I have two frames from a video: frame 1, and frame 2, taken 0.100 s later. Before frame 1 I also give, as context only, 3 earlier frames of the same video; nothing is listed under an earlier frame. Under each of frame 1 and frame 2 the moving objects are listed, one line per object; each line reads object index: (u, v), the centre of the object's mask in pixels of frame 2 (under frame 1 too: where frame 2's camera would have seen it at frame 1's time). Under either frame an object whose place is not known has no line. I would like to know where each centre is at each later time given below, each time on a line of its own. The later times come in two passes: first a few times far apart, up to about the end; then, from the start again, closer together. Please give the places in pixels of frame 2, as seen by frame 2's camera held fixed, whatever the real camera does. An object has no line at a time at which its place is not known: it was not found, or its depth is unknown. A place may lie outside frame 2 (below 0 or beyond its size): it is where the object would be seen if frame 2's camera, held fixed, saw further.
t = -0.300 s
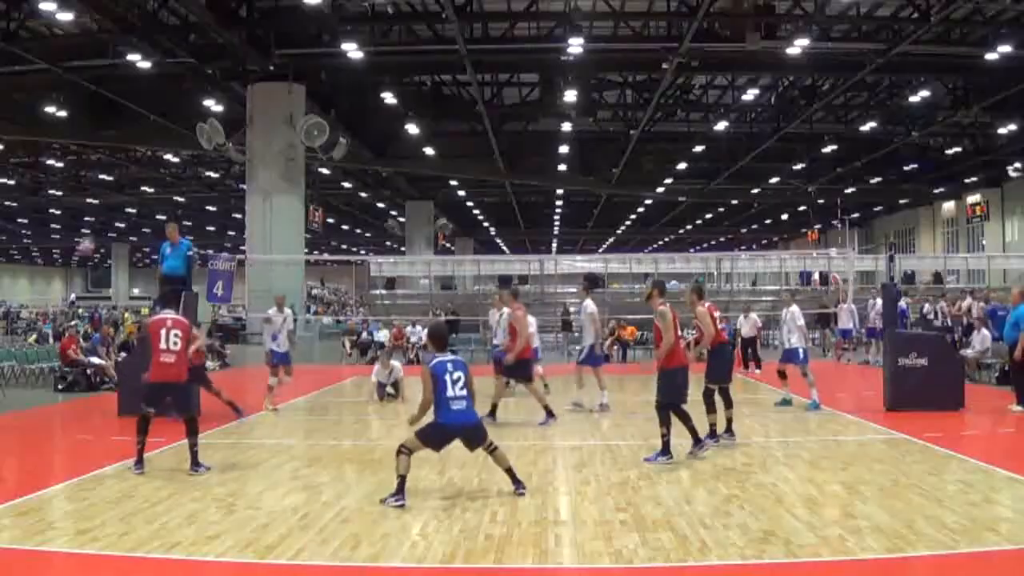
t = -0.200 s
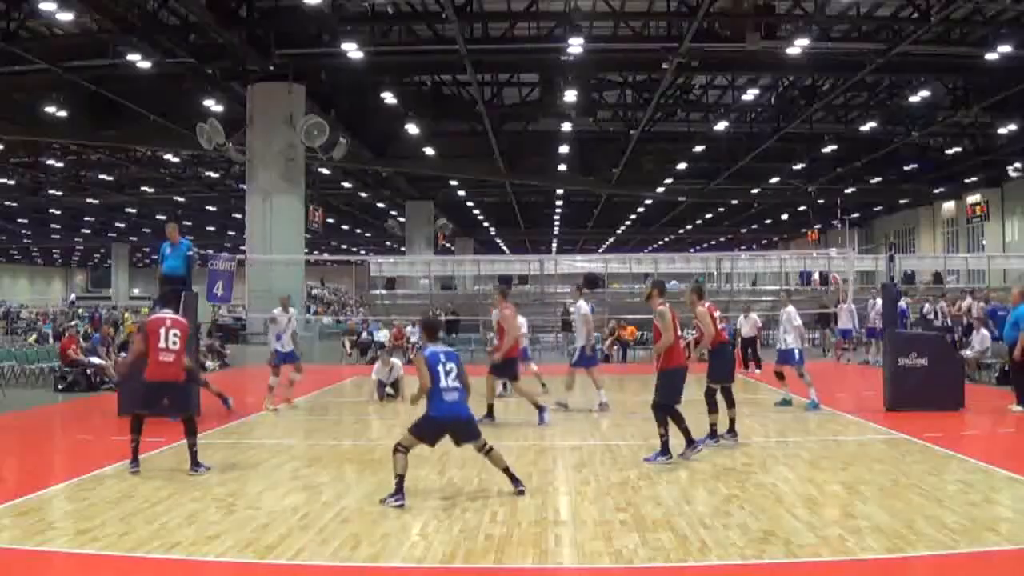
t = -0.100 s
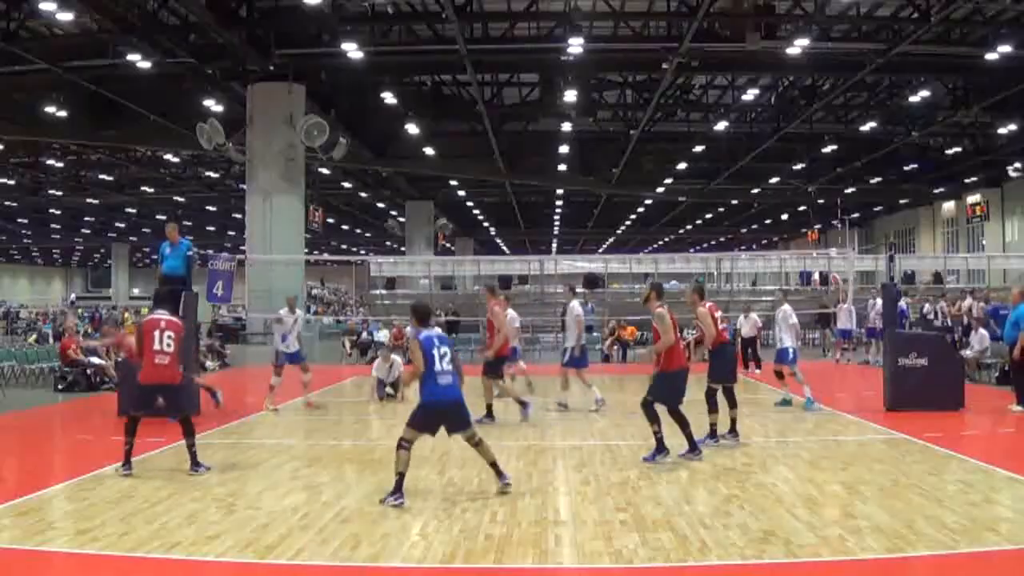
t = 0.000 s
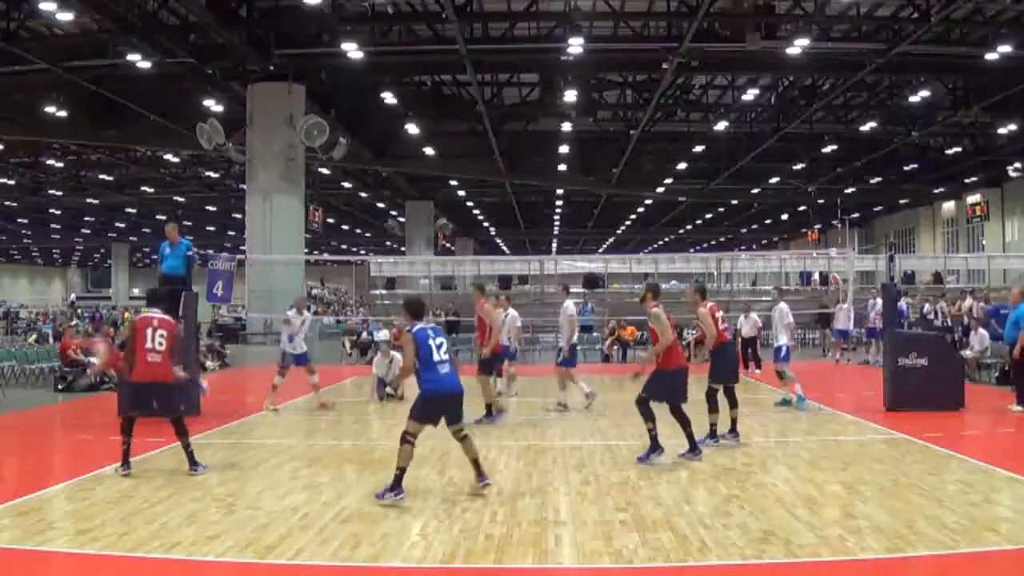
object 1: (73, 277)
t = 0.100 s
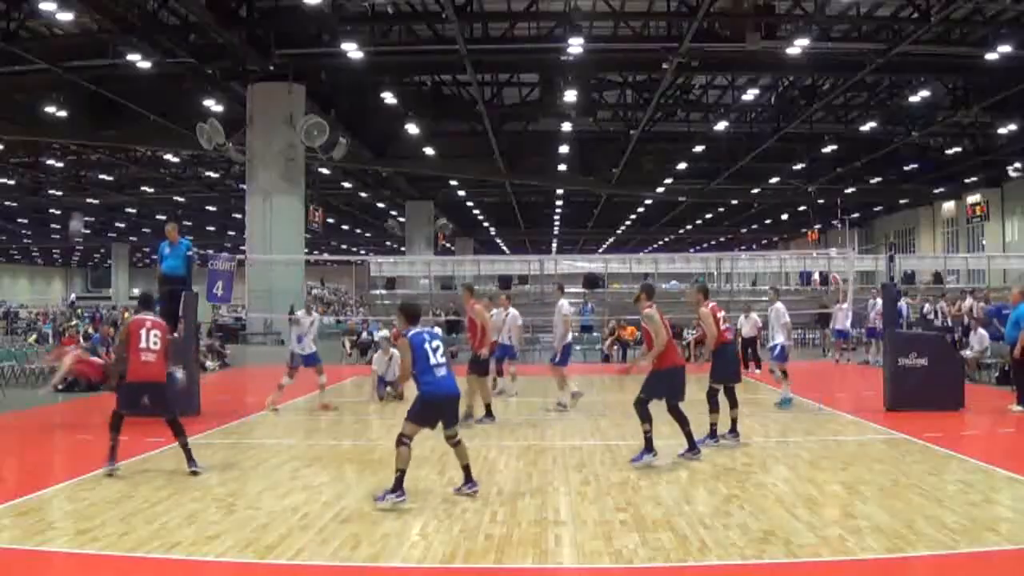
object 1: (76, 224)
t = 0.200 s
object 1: (81, 177)
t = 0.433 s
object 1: (99, 86)
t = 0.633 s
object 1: (118, 37)
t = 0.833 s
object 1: (141, 15)
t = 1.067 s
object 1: (173, 35)
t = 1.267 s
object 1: (205, 101)
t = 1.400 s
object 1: (232, 177)
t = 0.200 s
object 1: (81, 177)
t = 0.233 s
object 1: (84, 162)
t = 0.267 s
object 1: (86, 148)
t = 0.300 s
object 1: (88, 134)
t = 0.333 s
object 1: (91, 121)
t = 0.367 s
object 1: (93, 109)
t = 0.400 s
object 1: (96, 97)
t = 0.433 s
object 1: (99, 86)
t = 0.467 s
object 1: (102, 76)
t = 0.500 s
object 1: (105, 67)
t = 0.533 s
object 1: (108, 58)
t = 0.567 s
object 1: (112, 50)
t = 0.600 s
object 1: (115, 43)
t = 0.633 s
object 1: (118, 37)
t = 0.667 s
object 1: (122, 31)
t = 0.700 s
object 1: (126, 26)
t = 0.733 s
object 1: (130, 22)
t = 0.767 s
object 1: (134, 19)
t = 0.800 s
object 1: (137, 17)
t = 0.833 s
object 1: (141, 15)
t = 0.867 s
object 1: (145, 15)
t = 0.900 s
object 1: (150, 15)
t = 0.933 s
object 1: (154, 17)
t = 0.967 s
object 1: (159, 20)
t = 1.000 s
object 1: (163, 24)
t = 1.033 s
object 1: (168, 29)
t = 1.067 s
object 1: (173, 35)
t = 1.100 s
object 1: (178, 43)
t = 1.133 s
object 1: (183, 51)
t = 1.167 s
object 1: (188, 62)
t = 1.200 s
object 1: (193, 73)
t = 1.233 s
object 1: (199, 86)
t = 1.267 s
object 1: (205, 101)
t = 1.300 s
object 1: (212, 117)
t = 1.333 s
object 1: (218, 136)
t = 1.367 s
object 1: (227, 158)
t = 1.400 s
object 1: (232, 177)
